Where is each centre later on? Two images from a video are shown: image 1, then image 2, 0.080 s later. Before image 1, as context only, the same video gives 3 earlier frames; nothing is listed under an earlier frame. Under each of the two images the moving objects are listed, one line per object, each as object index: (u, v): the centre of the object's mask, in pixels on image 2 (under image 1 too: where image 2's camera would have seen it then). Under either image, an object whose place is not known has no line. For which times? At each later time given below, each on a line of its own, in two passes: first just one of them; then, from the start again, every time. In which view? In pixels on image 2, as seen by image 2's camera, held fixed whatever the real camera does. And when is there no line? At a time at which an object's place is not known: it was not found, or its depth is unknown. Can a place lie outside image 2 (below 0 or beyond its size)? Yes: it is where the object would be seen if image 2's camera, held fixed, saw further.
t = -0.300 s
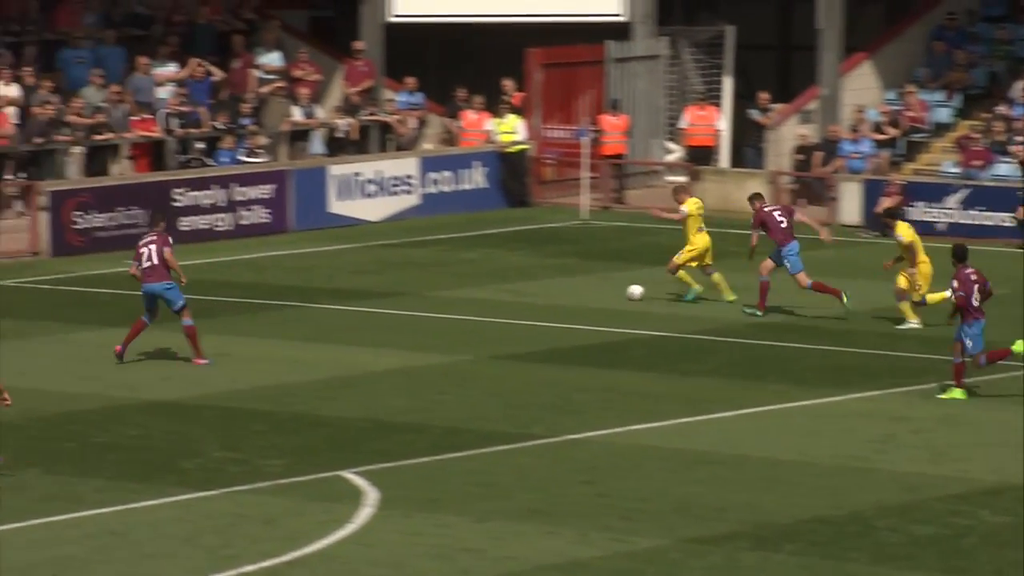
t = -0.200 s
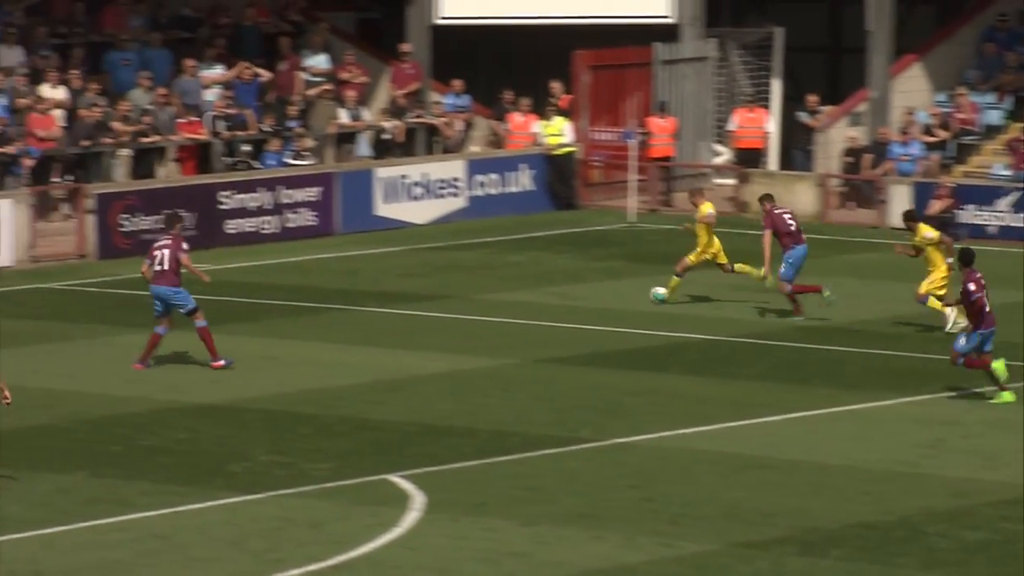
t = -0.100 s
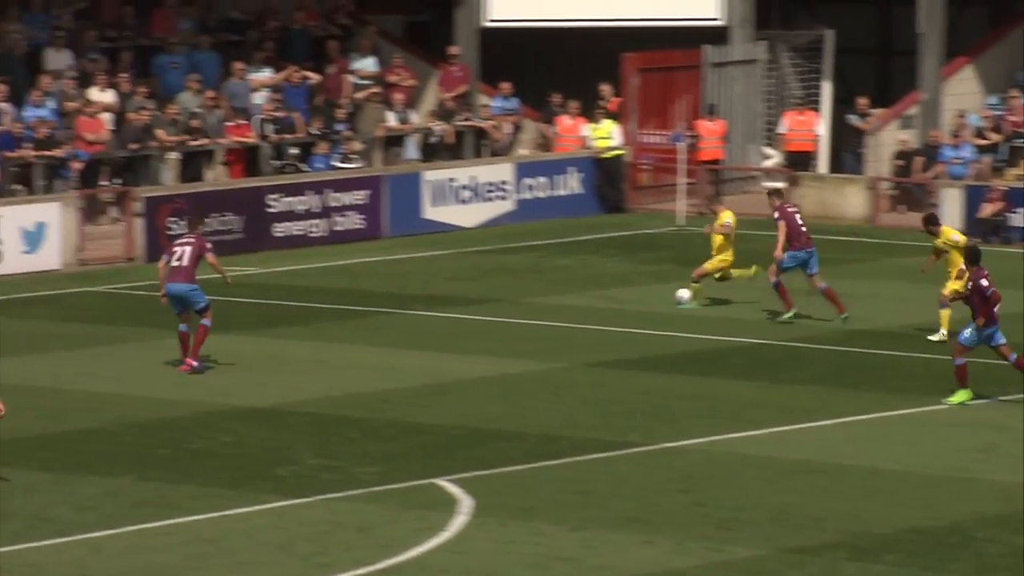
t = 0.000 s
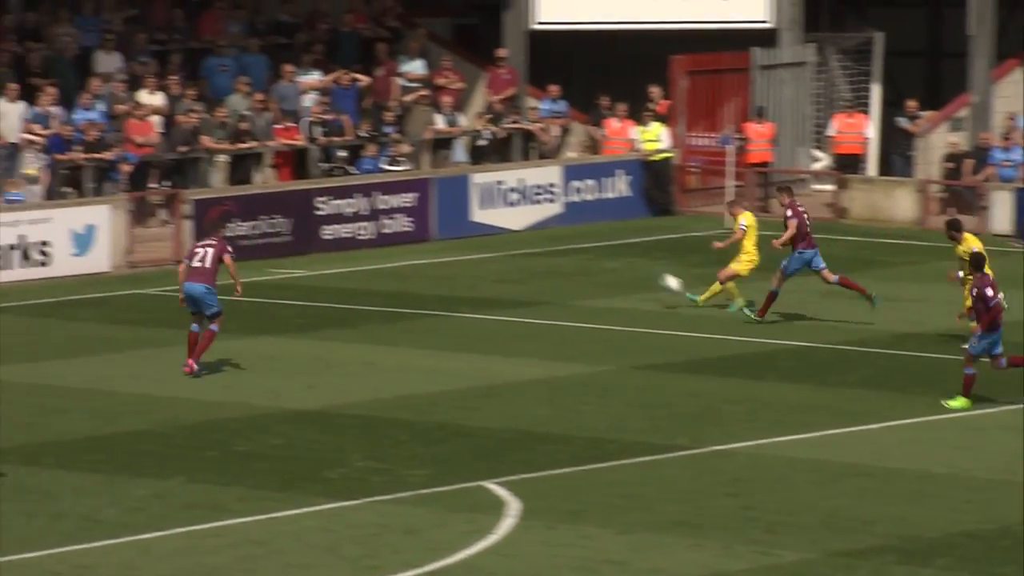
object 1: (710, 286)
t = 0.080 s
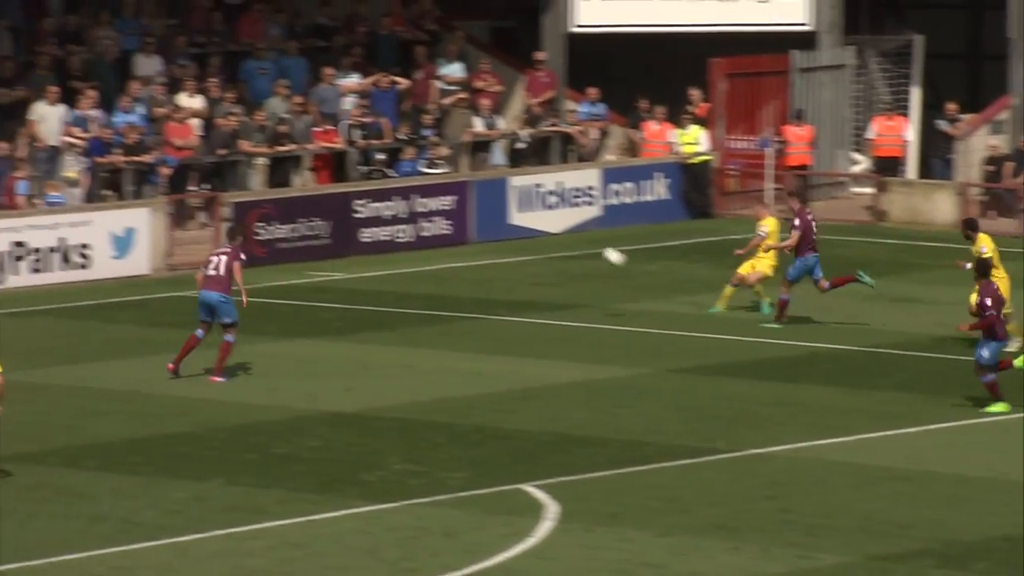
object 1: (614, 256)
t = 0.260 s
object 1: (404, 201)
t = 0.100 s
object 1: (590, 250)
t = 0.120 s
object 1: (568, 243)
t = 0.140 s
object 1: (543, 237)
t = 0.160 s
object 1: (520, 231)
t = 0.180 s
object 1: (496, 224)
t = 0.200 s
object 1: (473, 218)
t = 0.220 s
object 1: (451, 213)
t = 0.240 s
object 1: (426, 206)
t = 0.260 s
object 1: (404, 201)
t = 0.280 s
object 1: (380, 196)
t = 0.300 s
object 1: (358, 191)
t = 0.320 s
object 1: (334, 187)
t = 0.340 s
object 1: (310, 182)
